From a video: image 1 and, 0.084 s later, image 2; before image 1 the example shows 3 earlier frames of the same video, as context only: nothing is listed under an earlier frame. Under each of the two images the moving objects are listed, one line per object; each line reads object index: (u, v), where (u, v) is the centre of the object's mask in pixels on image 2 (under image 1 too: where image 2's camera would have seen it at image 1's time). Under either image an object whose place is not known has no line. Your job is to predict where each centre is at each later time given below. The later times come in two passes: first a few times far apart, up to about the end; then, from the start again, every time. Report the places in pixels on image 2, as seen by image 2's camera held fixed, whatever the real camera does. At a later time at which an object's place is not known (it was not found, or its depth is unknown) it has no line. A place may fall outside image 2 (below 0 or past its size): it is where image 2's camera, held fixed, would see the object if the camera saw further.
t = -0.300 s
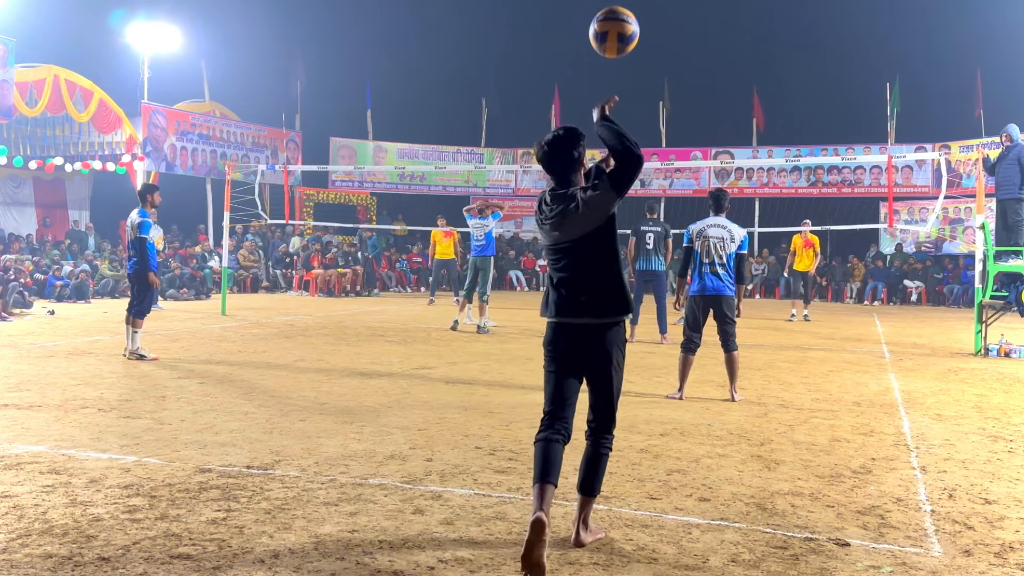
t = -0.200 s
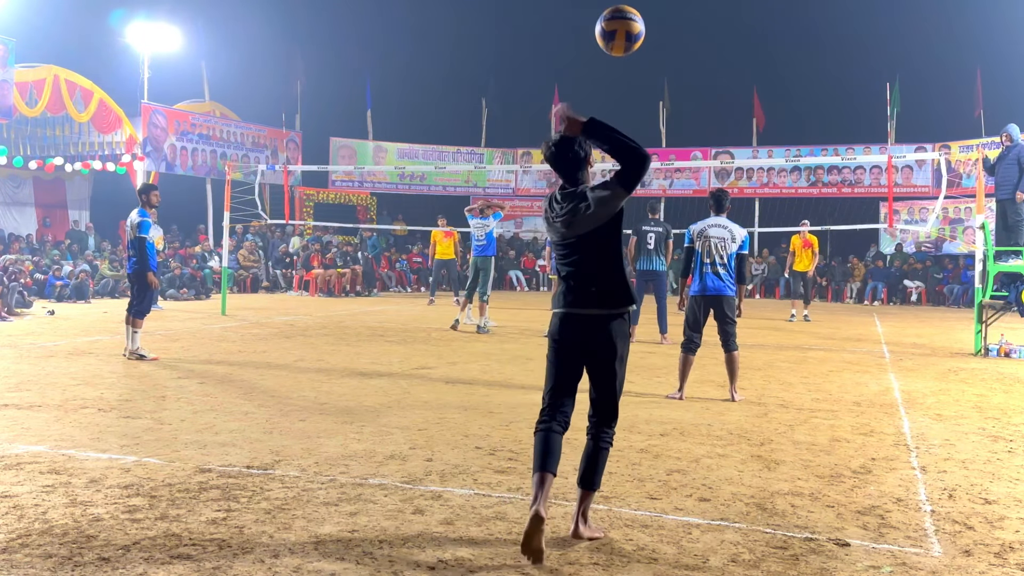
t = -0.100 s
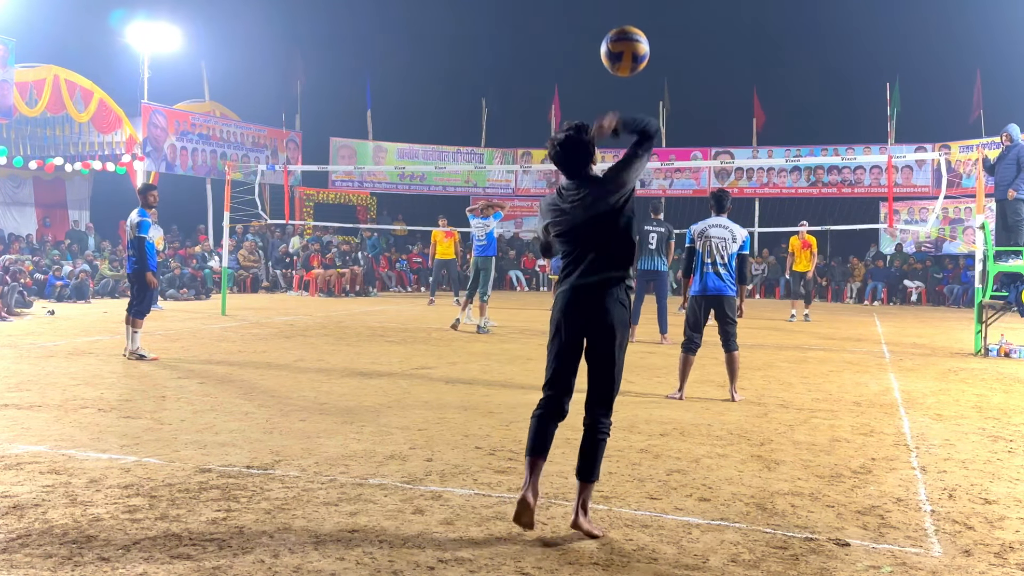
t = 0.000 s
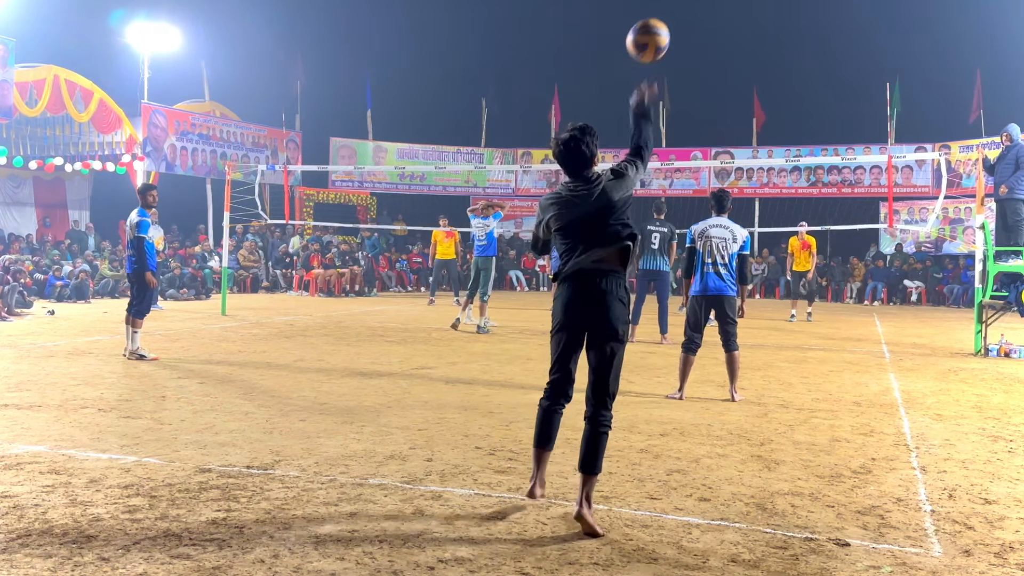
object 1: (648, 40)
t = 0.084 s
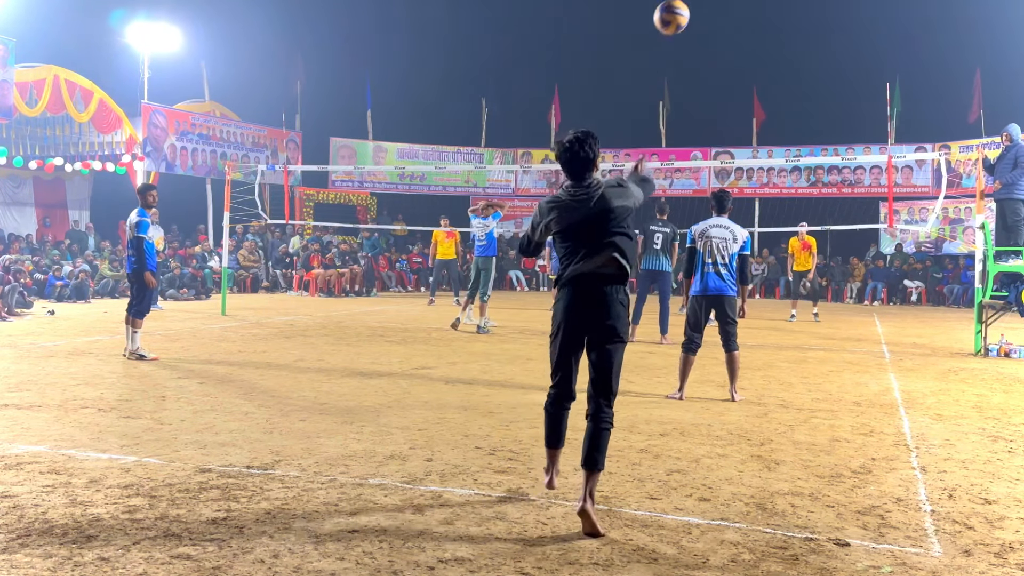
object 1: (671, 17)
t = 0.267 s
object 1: (707, 14)
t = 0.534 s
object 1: (731, 66)
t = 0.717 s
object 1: (738, 115)
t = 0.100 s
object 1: (675, 15)
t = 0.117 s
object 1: (679, 13)
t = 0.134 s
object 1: (682, 12)
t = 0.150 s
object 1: (686, 12)
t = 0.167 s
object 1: (689, 11)
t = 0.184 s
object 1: (692, 11)
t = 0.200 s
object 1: (695, 11)
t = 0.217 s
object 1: (698, 11)
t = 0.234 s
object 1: (701, 12)
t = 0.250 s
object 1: (704, 12)
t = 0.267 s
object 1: (707, 14)
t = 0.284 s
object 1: (709, 16)
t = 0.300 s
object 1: (711, 18)
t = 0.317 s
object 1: (714, 20)
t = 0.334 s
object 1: (716, 23)
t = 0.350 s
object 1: (718, 26)
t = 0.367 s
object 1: (719, 29)
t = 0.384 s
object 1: (721, 32)
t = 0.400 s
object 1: (723, 35)
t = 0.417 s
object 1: (724, 39)
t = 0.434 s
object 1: (725, 42)
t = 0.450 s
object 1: (726, 46)
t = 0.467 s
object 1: (728, 50)
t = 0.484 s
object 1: (728, 54)
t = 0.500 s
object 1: (729, 58)
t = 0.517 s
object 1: (730, 62)
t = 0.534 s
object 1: (731, 66)
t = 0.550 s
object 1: (732, 70)
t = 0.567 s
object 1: (732, 74)
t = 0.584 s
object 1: (733, 79)
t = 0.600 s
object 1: (734, 83)
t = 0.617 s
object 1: (735, 87)
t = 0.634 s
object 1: (735, 92)
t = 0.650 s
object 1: (736, 96)
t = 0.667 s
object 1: (736, 101)
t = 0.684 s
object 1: (737, 106)
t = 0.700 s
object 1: (738, 111)
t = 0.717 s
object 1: (738, 115)
